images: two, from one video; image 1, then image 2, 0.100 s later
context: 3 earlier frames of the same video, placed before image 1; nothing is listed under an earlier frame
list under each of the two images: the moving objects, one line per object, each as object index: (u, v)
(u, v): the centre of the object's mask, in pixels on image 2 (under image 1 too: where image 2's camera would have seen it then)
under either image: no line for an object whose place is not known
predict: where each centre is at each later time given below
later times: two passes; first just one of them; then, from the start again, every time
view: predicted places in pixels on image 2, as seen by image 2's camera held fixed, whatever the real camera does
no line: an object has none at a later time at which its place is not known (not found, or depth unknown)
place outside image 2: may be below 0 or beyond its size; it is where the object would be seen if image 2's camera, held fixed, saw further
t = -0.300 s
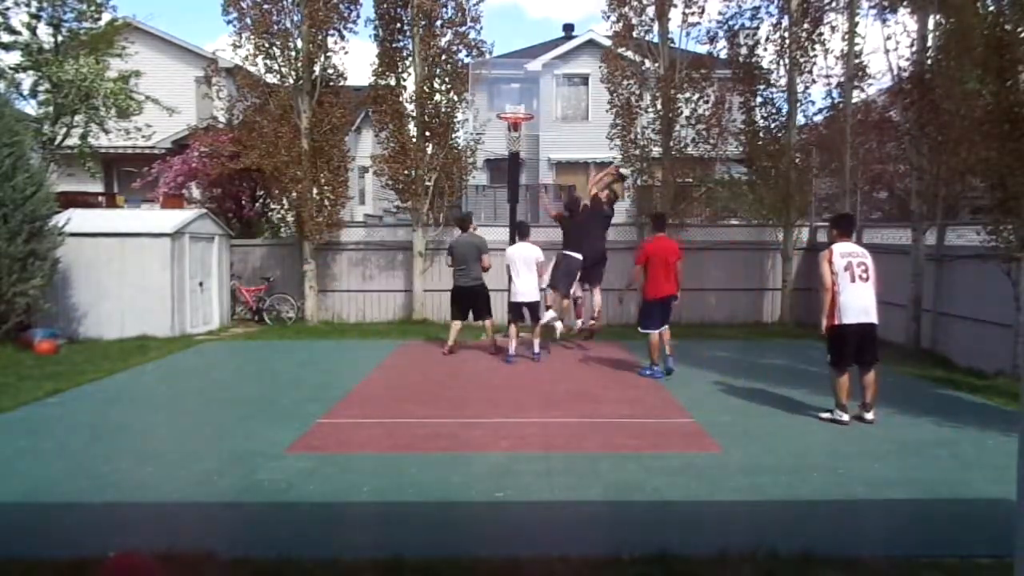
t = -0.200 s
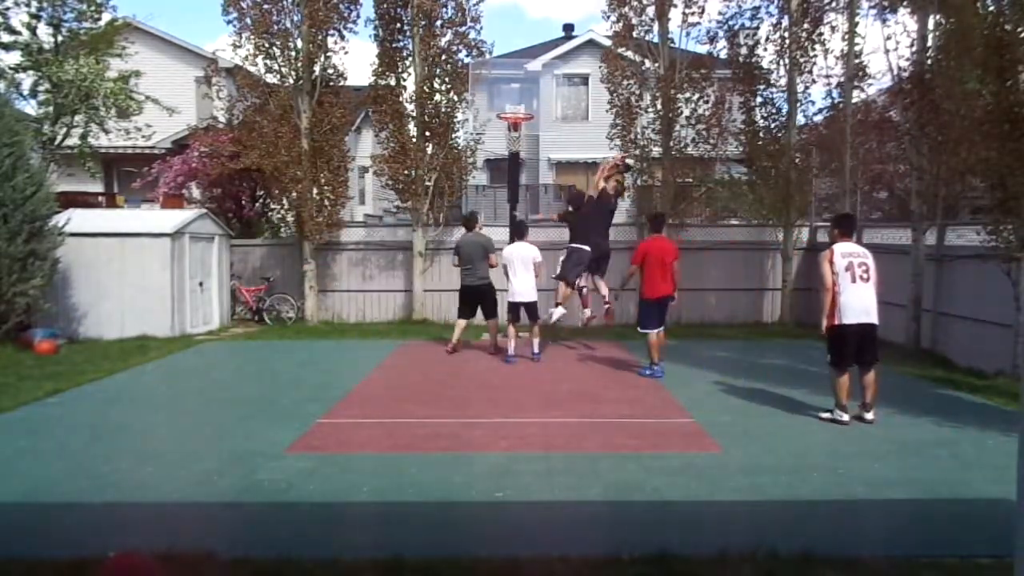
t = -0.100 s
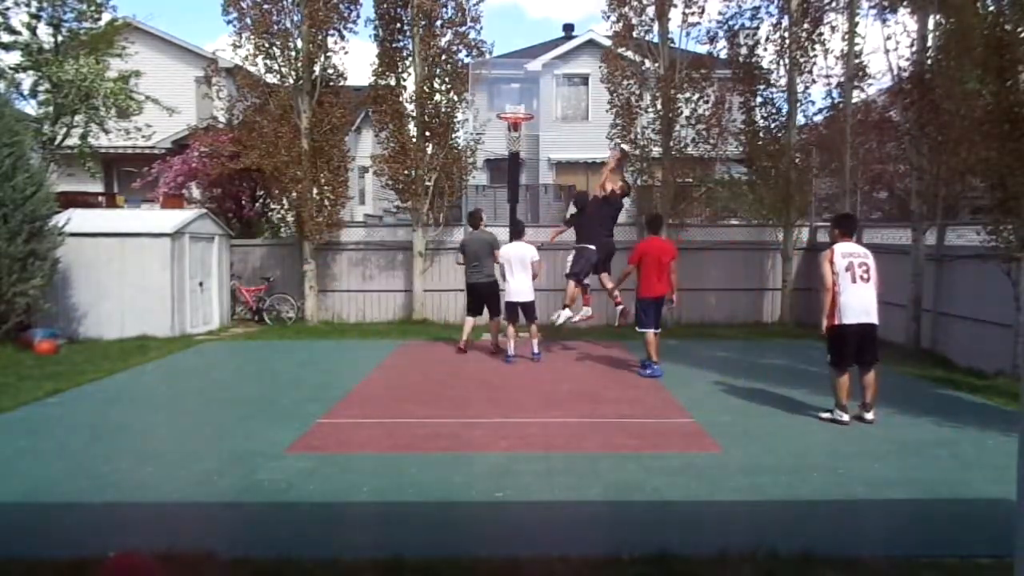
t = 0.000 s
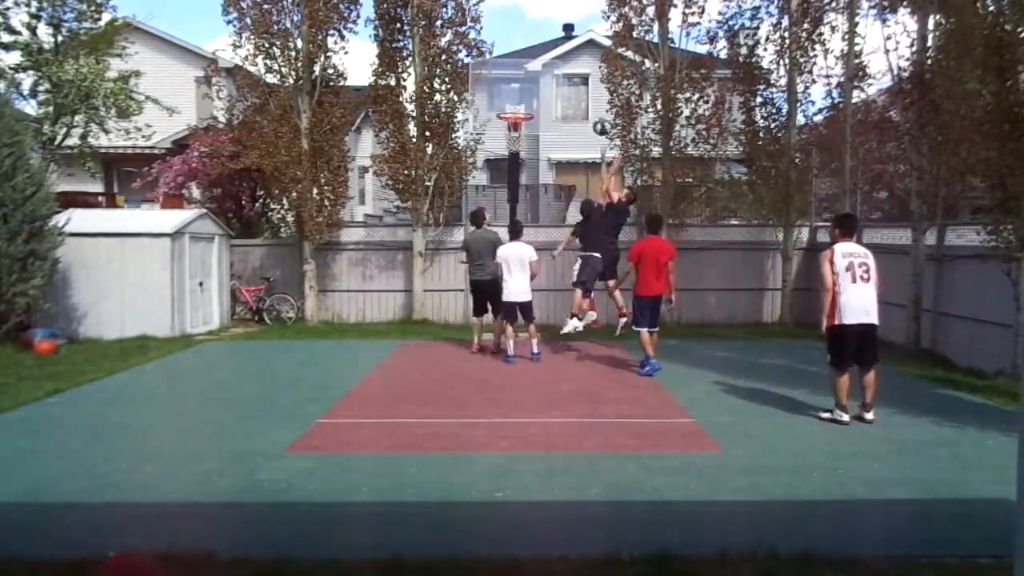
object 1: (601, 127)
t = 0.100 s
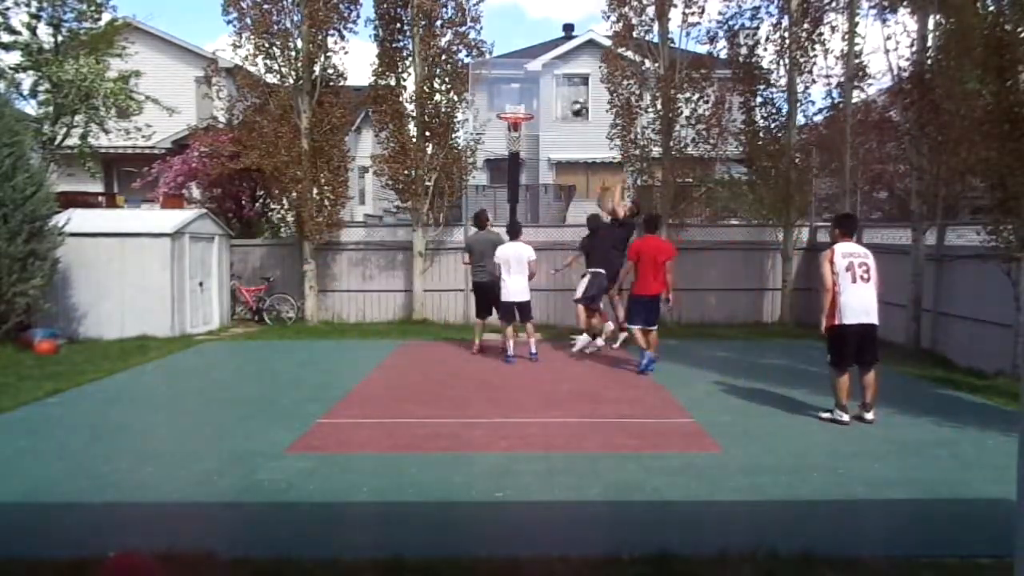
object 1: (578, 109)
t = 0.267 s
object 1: (541, 94)
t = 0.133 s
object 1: (571, 104)
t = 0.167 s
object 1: (563, 100)
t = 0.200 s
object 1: (555, 98)
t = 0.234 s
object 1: (548, 96)
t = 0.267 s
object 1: (541, 94)
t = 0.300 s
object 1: (535, 94)
